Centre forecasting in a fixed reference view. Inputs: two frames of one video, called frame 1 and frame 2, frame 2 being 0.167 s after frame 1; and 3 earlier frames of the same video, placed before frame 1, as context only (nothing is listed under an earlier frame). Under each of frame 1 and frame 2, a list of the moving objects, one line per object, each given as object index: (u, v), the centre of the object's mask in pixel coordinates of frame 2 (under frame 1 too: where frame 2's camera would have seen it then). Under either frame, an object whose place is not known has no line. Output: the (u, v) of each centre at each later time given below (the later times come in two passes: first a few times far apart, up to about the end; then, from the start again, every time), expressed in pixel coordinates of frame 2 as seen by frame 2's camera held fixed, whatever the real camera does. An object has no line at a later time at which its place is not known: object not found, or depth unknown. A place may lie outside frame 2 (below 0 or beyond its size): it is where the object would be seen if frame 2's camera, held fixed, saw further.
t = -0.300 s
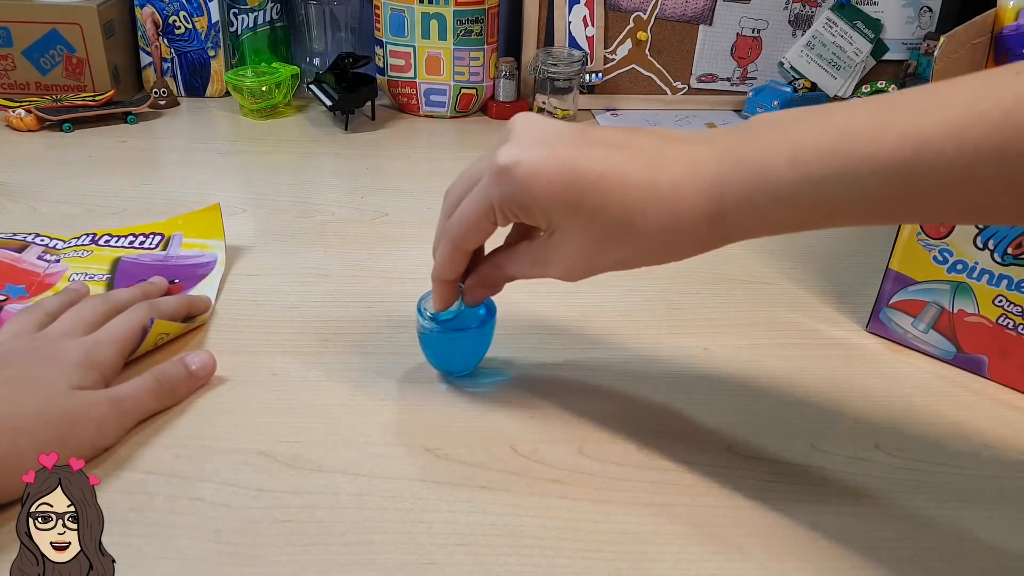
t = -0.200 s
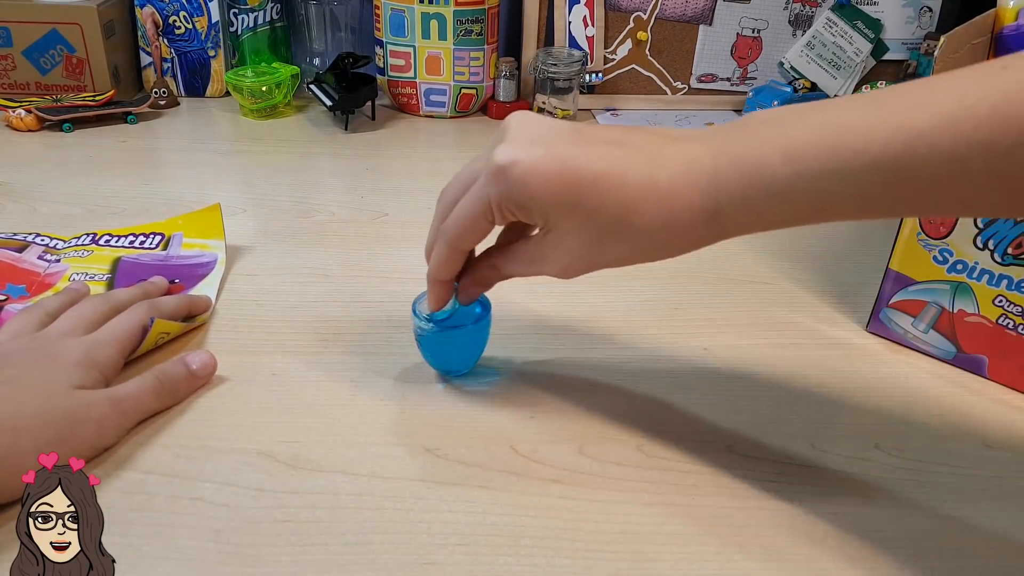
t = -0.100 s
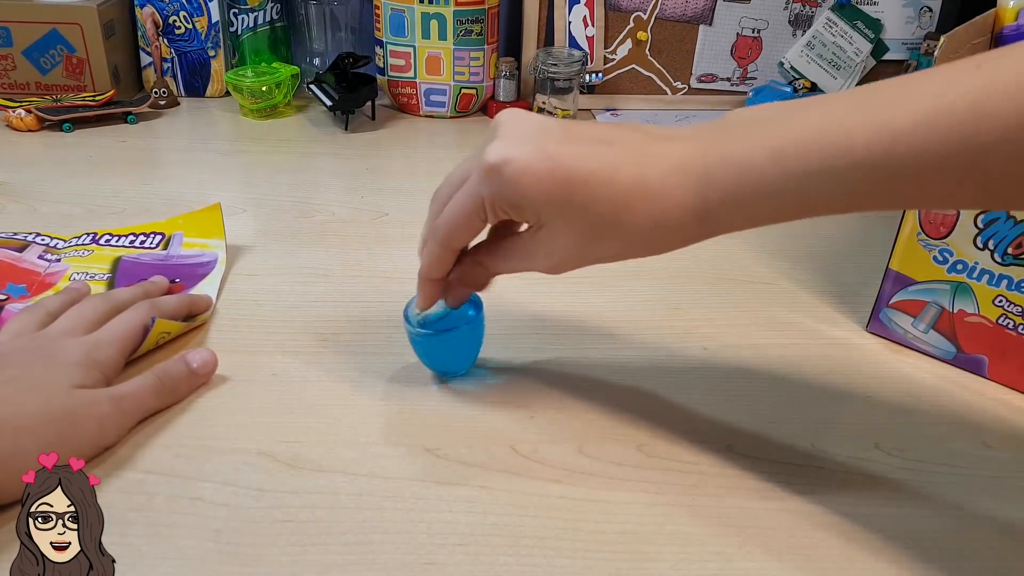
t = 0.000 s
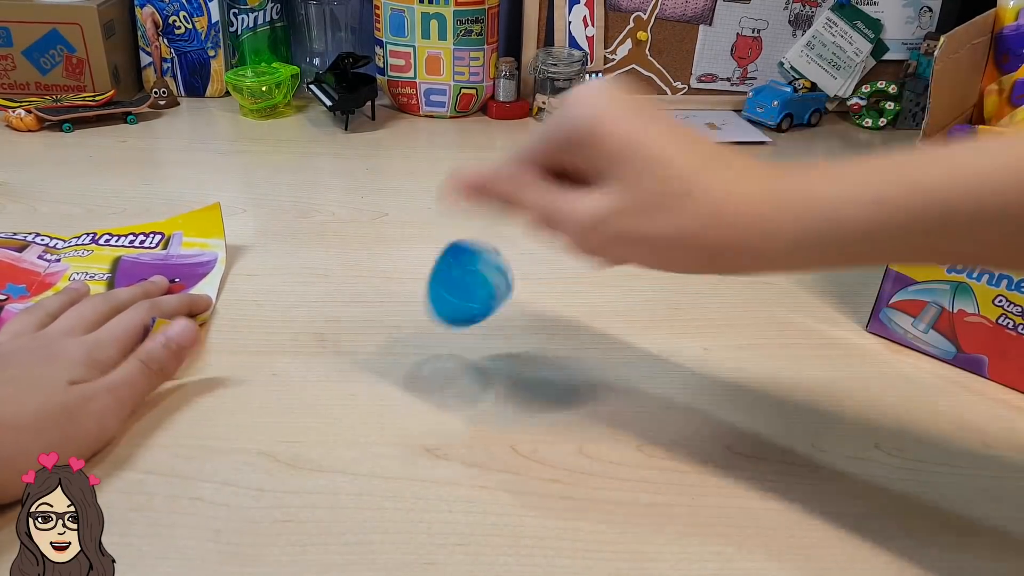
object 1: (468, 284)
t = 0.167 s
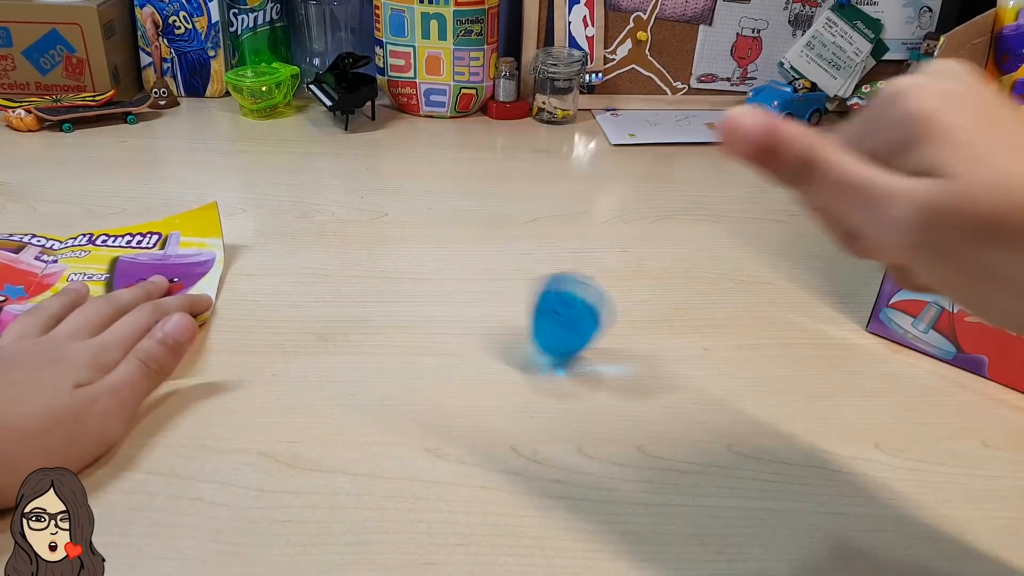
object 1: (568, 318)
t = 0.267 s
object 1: (625, 324)
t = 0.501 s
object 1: (731, 321)
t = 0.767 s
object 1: (800, 340)
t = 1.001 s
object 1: (826, 360)
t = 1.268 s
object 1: (823, 363)
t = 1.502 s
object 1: (822, 371)
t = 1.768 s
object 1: (810, 377)
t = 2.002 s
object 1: (791, 378)
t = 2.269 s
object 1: (783, 379)
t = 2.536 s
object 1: (769, 382)
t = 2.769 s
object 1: (751, 379)
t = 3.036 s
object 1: (737, 376)
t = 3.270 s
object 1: (740, 375)
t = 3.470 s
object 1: (740, 375)
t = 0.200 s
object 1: (580, 322)
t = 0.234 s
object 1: (599, 324)
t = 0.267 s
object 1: (625, 324)
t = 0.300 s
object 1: (638, 319)
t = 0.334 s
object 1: (647, 320)
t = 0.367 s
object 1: (670, 320)
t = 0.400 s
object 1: (688, 318)
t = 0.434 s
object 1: (695, 319)
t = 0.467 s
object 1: (711, 320)
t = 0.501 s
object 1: (731, 321)
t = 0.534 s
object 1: (736, 324)
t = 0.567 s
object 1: (749, 325)
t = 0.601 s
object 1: (767, 327)
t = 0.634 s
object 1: (771, 333)
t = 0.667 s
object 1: (778, 334)
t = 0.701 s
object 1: (793, 335)
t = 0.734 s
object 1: (794, 341)
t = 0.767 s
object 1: (800, 340)
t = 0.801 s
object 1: (813, 343)
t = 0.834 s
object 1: (810, 351)
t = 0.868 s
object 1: (814, 347)
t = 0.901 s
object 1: (823, 352)
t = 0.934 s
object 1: (819, 353)
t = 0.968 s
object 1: (827, 354)
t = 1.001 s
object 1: (826, 360)
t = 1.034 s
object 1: (824, 355)
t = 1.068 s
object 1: (834, 360)
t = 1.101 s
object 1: (826, 360)
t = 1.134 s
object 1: (831, 361)
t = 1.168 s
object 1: (829, 363)
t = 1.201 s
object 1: (825, 362)
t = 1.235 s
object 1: (832, 364)
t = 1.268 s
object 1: (823, 363)
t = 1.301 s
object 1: (832, 365)
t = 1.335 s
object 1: (822, 367)
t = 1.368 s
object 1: (830, 368)
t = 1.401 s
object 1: (822, 370)
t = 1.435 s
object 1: (826, 369)
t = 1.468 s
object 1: (820, 372)
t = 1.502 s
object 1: (822, 371)
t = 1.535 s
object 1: (819, 375)
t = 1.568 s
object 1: (819, 373)
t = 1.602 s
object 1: (817, 377)
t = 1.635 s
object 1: (816, 375)
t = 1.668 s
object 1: (814, 377)
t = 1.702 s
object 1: (813, 377)
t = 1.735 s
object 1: (810, 378)
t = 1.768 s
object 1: (810, 377)
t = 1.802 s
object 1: (805, 377)
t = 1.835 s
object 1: (808, 378)
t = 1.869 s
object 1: (800, 376)
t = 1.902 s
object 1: (806, 378)
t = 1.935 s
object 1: (795, 377)
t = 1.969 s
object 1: (802, 379)
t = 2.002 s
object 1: (791, 378)
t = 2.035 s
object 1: (797, 379)
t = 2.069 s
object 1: (790, 379)
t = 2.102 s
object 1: (790, 380)
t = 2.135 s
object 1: (791, 380)
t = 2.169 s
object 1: (783, 378)
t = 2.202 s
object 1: (790, 380)
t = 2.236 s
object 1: (778, 379)
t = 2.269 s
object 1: (783, 379)
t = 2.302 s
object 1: (778, 380)
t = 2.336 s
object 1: (775, 379)
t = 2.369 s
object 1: (780, 381)
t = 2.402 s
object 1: (769, 380)
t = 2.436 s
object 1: (775, 381)
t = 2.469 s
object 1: (769, 383)
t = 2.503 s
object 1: (765, 380)
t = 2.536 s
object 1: (769, 382)
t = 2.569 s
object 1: (758, 382)
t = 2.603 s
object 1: (762, 383)
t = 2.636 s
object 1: (761, 383)
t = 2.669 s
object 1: (755, 382)
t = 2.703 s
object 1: (762, 385)
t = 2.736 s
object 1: (752, 383)
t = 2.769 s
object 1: (751, 379)
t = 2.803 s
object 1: (755, 381)
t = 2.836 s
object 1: (747, 381)
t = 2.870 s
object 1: (752, 382)
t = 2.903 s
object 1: (755, 382)
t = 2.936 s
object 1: (744, 376)
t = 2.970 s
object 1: (748, 376)
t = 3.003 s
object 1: (742, 377)
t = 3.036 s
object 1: (737, 376)
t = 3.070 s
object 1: (744, 377)
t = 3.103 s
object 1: (738, 377)
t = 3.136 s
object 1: (736, 377)
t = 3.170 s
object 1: (742, 378)
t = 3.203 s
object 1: (730, 379)
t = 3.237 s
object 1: (735, 375)
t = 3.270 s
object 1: (740, 375)
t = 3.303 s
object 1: (735, 375)
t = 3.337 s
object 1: (739, 378)
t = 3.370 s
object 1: (745, 378)
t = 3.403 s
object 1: (736, 373)
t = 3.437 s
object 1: (740, 372)
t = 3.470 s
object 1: (740, 375)
